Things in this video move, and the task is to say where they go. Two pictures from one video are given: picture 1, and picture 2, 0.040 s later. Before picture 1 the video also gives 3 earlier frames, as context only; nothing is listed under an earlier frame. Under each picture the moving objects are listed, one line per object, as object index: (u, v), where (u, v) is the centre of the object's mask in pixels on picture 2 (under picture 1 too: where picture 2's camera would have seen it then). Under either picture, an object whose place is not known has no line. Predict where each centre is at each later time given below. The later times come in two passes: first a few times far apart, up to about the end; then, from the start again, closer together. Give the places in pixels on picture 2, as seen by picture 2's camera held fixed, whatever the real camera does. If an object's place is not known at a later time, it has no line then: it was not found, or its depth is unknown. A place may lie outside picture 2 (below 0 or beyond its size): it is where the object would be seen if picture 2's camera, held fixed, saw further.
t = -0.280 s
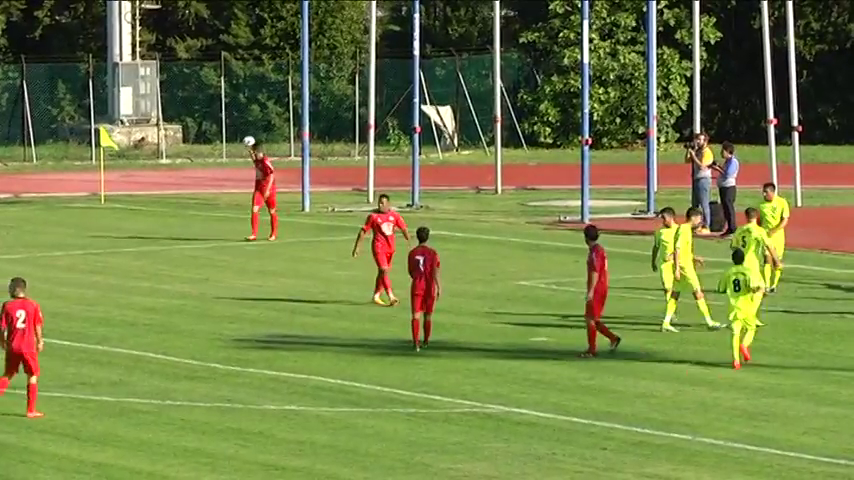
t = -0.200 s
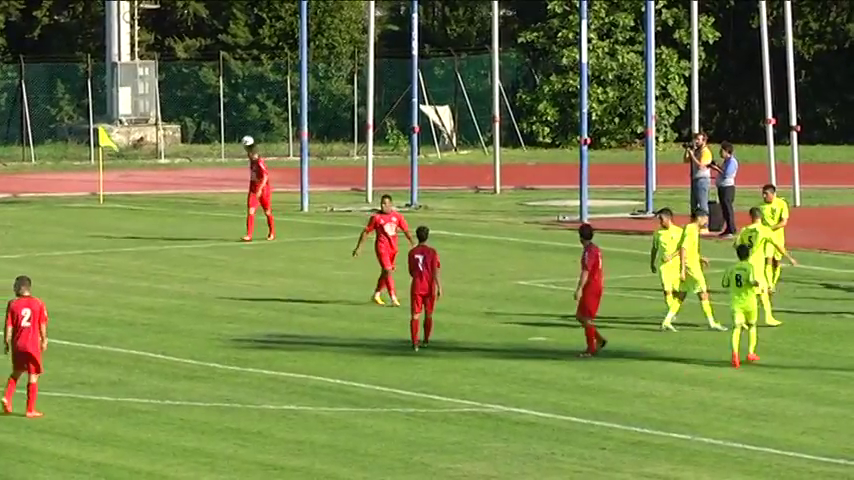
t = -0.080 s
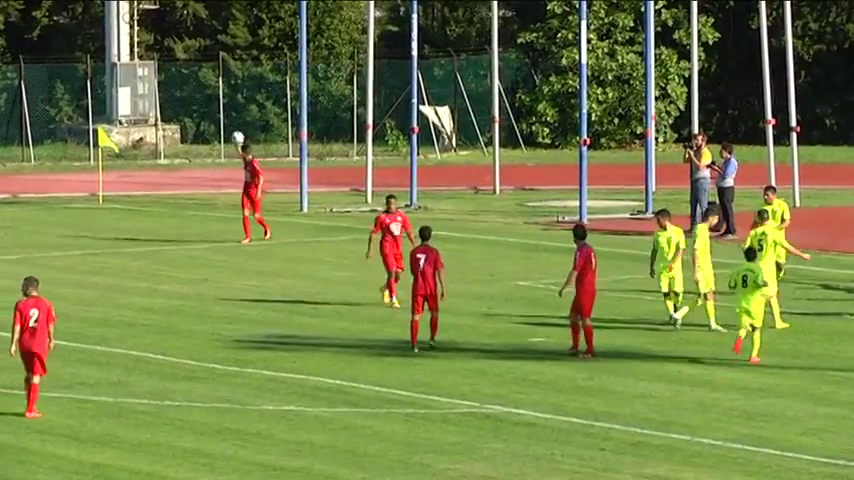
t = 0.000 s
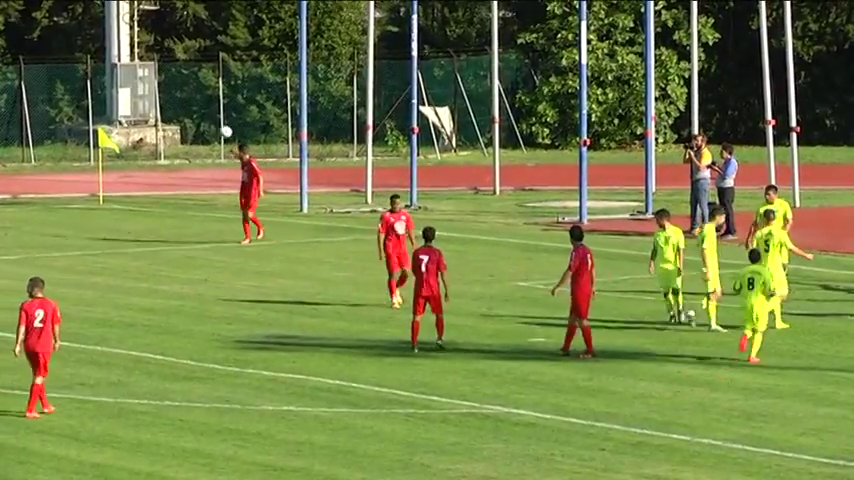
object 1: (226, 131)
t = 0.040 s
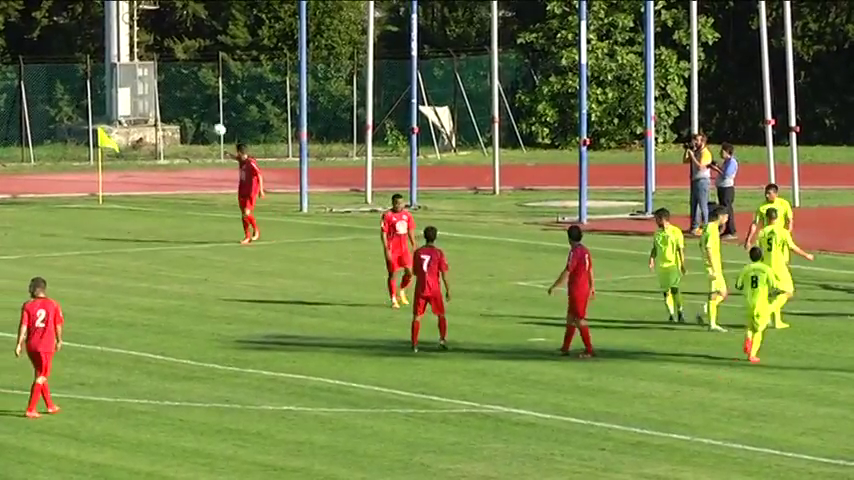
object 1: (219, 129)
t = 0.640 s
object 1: (137, 202)
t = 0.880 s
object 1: (116, 199)
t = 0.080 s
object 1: (213, 128)
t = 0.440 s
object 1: (163, 158)
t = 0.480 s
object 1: (157, 165)
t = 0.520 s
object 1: (151, 173)
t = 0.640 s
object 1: (137, 202)
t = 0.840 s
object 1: (119, 205)
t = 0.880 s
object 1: (116, 199)
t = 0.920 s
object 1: (114, 194)
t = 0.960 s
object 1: (111, 189)
